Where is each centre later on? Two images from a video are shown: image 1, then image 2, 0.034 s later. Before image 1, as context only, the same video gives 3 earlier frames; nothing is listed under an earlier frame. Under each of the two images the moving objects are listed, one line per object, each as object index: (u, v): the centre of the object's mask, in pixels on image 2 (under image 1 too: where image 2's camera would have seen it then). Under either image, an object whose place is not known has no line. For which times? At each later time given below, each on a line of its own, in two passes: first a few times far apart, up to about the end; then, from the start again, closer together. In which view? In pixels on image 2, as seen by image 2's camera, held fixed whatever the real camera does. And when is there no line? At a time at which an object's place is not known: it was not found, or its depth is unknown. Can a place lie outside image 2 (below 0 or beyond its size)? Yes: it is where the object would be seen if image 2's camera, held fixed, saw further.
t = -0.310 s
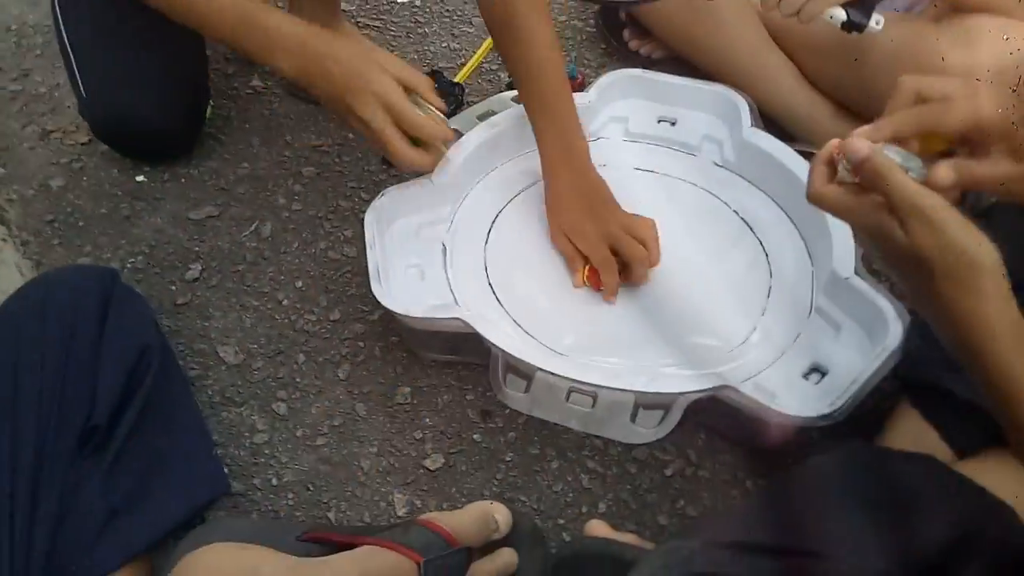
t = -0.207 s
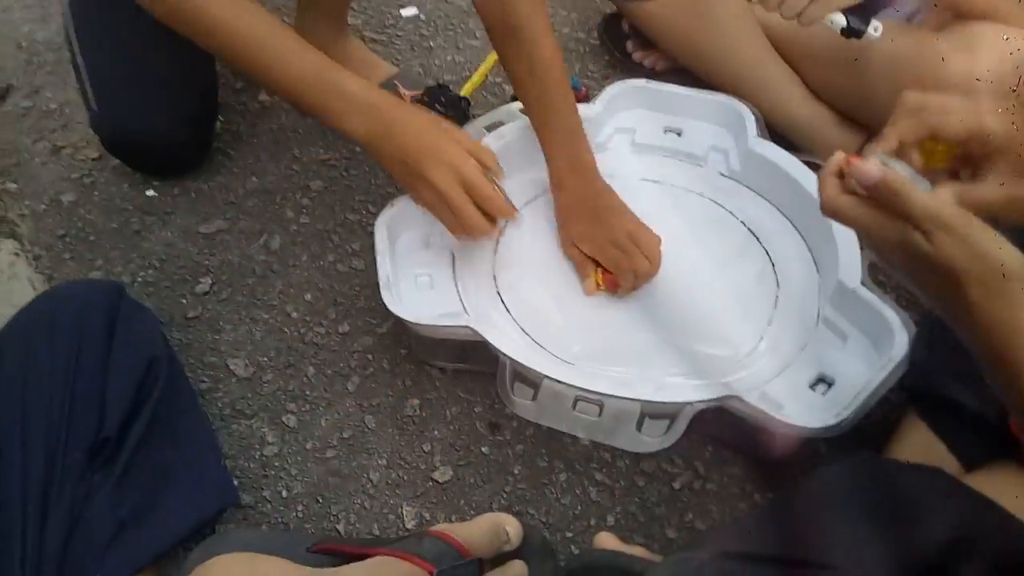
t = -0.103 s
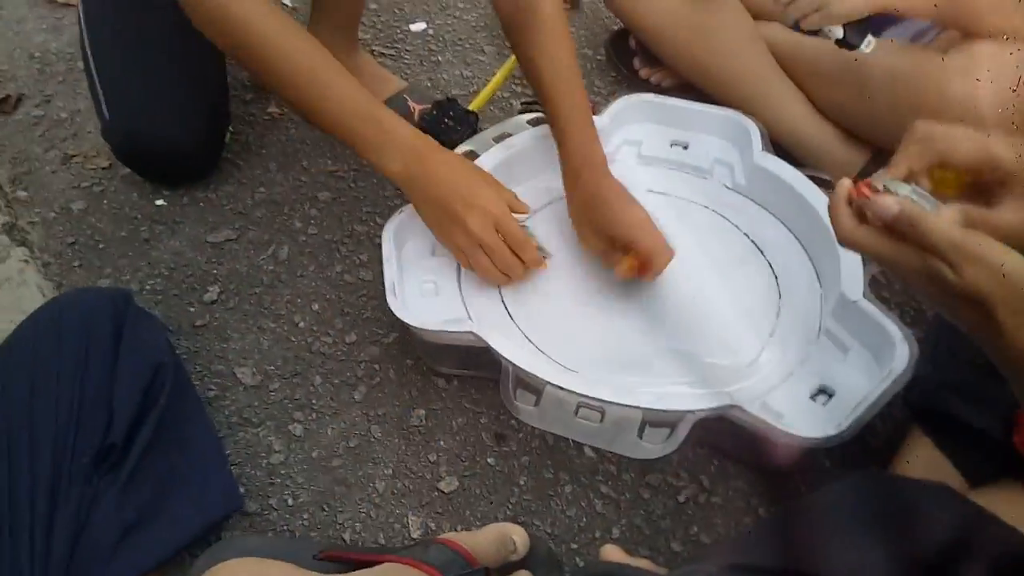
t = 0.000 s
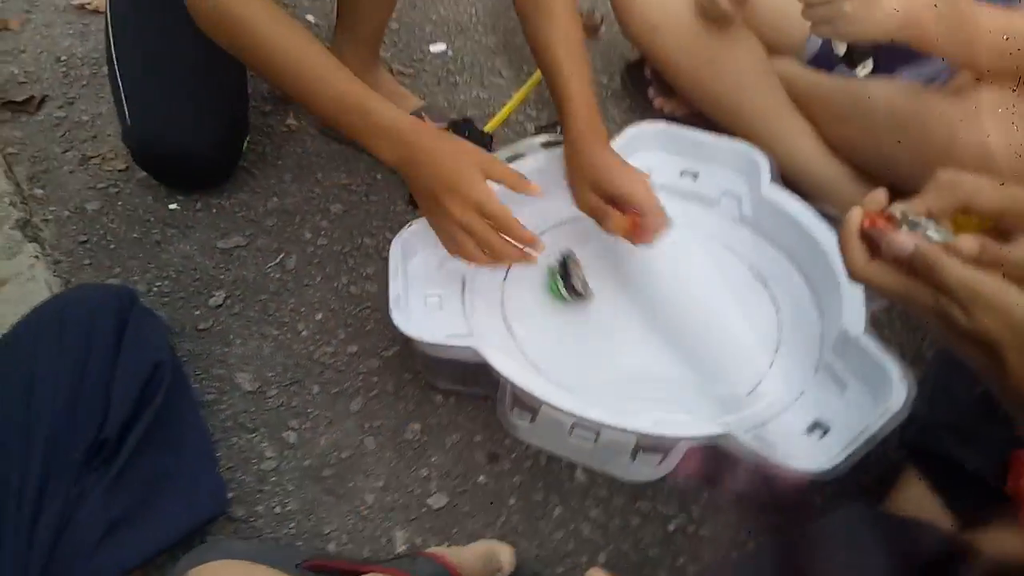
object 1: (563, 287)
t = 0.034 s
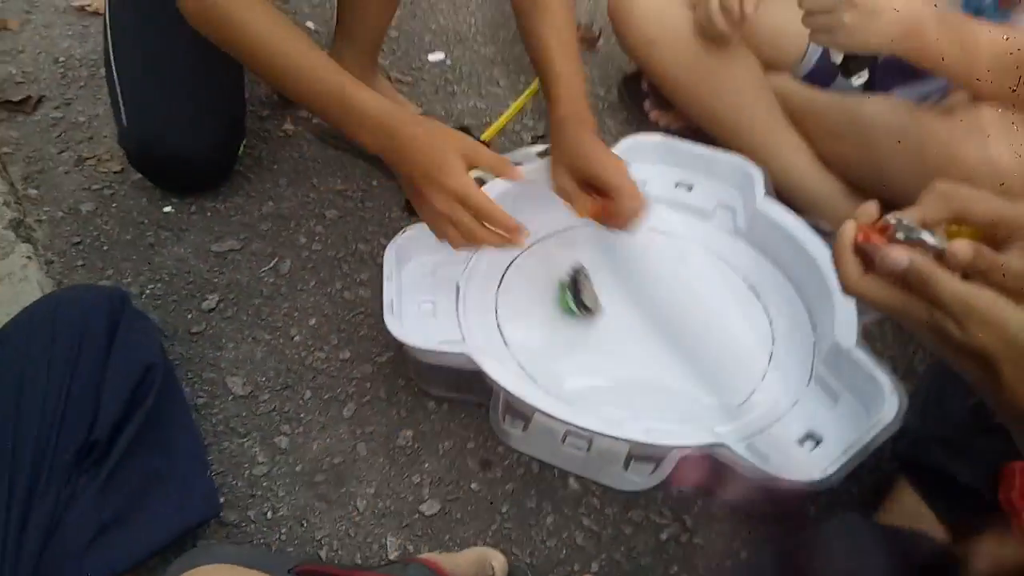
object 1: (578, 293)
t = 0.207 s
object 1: (652, 317)
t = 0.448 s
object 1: (672, 325)
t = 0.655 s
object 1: (672, 327)
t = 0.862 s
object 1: (672, 325)
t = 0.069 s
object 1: (595, 300)
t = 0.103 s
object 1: (610, 304)
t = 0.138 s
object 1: (626, 309)
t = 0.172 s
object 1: (640, 313)
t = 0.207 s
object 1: (652, 317)
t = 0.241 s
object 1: (662, 320)
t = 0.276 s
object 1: (669, 322)
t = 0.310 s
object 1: (673, 323)
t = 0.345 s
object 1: (673, 324)
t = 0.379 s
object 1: (673, 324)
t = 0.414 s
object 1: (672, 325)
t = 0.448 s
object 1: (672, 325)
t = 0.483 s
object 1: (671, 326)
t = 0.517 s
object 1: (671, 327)
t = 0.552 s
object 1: (671, 328)
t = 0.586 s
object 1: (671, 327)
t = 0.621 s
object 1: (672, 327)
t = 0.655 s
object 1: (672, 327)
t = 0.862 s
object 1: (672, 325)
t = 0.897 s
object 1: (671, 325)
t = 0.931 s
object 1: (672, 326)
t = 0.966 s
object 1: (672, 325)
